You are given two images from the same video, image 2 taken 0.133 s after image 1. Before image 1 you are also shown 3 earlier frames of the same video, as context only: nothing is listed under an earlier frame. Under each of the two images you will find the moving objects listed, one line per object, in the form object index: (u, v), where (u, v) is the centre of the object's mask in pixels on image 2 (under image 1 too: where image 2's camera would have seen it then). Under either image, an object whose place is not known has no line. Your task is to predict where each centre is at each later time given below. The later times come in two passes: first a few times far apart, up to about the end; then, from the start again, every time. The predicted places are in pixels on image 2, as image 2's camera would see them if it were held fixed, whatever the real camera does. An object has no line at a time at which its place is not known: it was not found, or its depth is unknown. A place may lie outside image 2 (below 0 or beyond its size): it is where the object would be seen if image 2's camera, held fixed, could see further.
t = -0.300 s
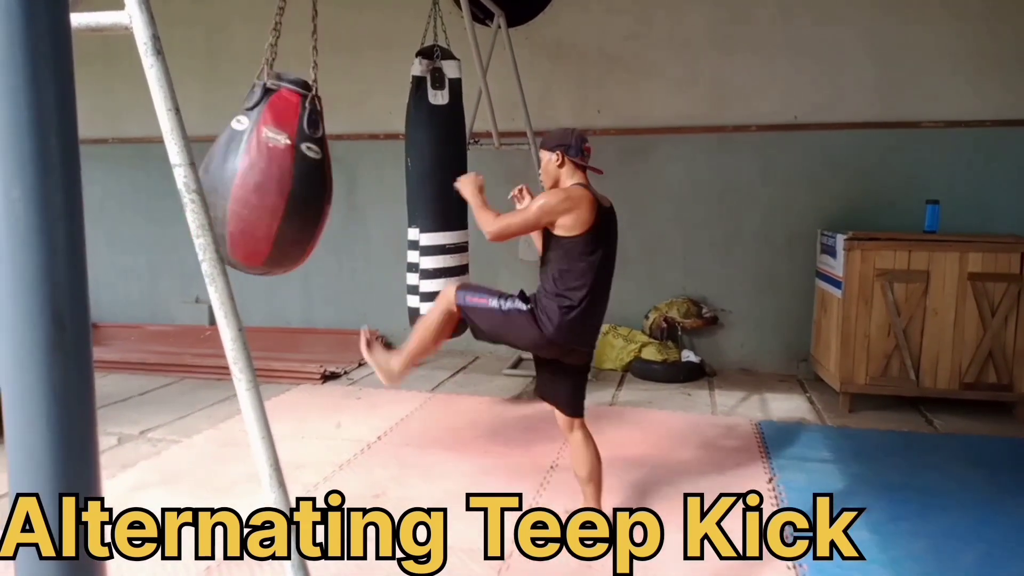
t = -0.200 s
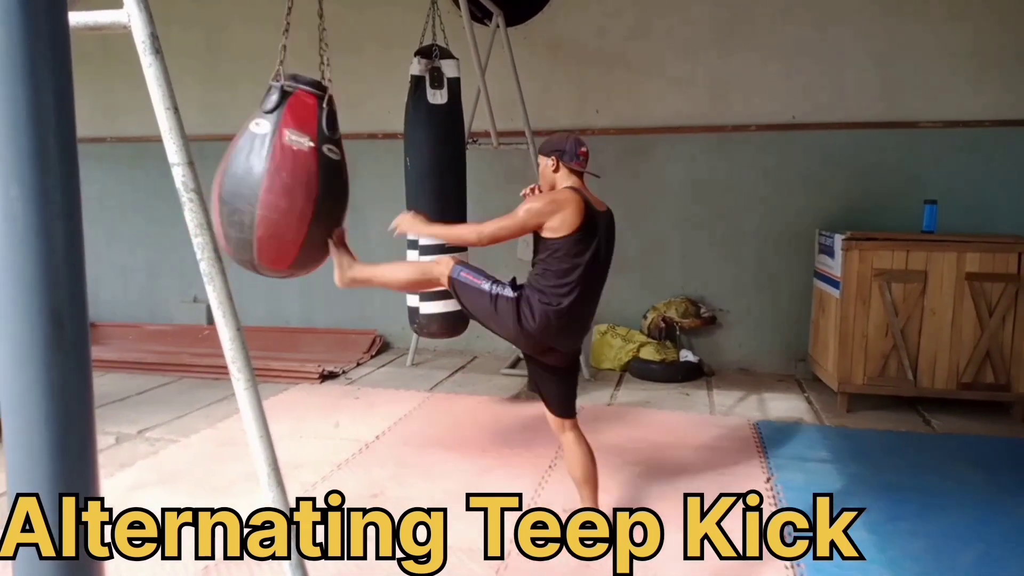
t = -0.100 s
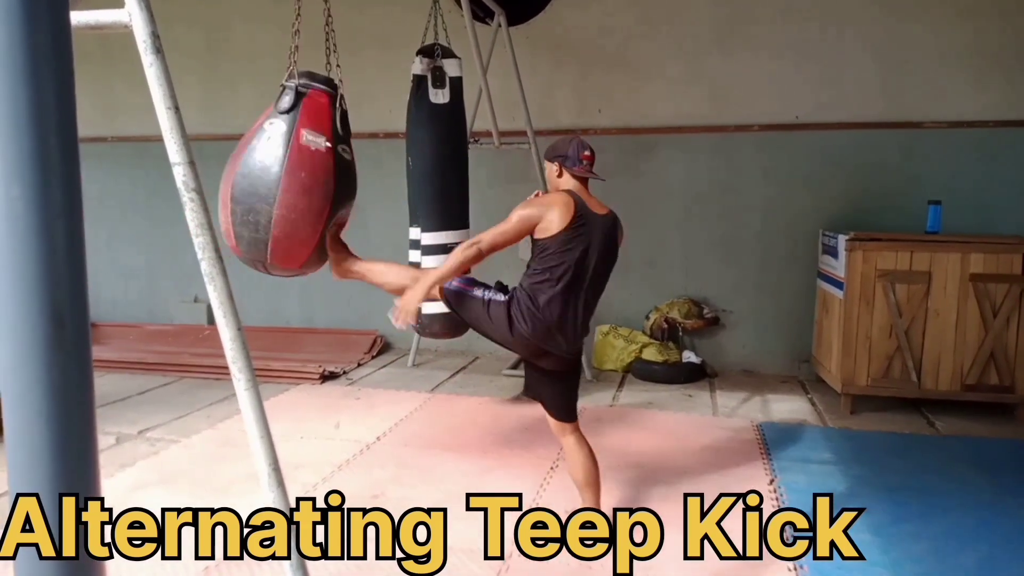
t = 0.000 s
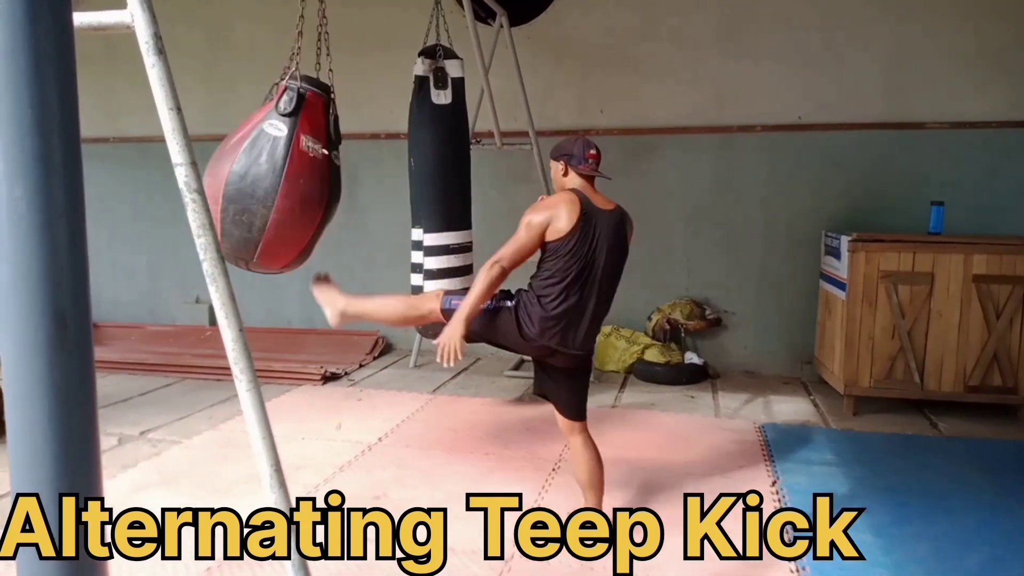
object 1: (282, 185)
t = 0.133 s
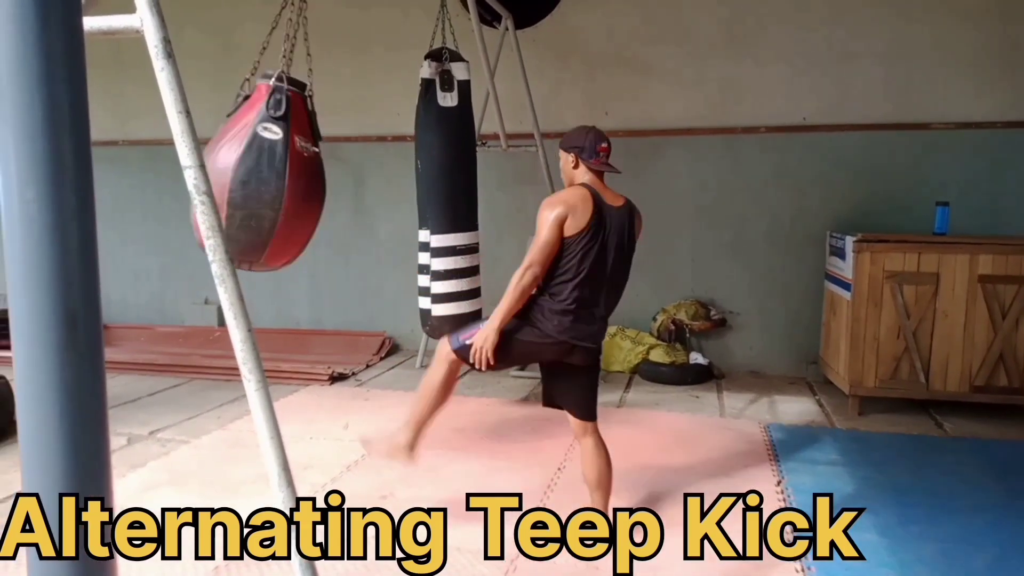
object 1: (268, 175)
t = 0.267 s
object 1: (261, 168)
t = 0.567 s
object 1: (274, 176)
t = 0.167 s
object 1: (266, 174)
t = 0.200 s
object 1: (263, 171)
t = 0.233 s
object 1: (261, 170)
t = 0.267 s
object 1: (261, 168)
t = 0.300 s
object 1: (262, 168)
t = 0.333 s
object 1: (264, 167)
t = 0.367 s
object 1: (265, 166)
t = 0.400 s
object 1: (267, 167)
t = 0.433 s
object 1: (268, 168)
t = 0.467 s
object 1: (269, 170)
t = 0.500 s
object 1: (271, 172)
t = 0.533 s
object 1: (272, 173)
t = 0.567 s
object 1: (274, 176)
